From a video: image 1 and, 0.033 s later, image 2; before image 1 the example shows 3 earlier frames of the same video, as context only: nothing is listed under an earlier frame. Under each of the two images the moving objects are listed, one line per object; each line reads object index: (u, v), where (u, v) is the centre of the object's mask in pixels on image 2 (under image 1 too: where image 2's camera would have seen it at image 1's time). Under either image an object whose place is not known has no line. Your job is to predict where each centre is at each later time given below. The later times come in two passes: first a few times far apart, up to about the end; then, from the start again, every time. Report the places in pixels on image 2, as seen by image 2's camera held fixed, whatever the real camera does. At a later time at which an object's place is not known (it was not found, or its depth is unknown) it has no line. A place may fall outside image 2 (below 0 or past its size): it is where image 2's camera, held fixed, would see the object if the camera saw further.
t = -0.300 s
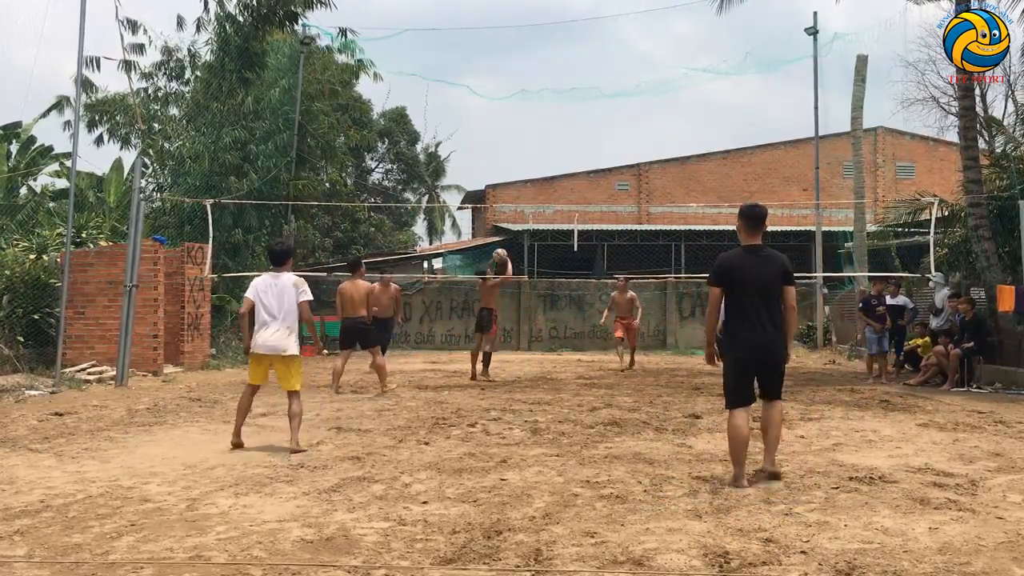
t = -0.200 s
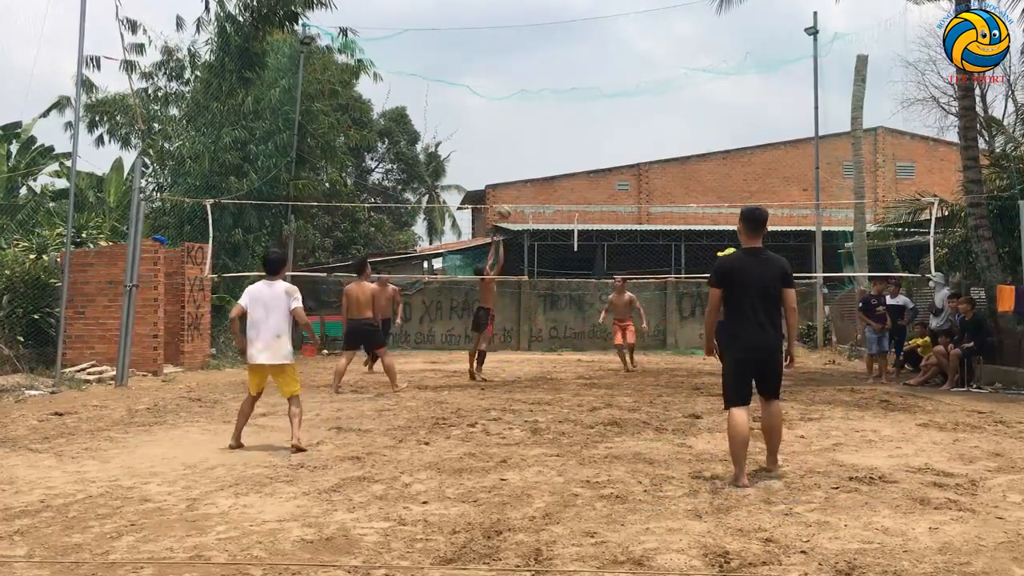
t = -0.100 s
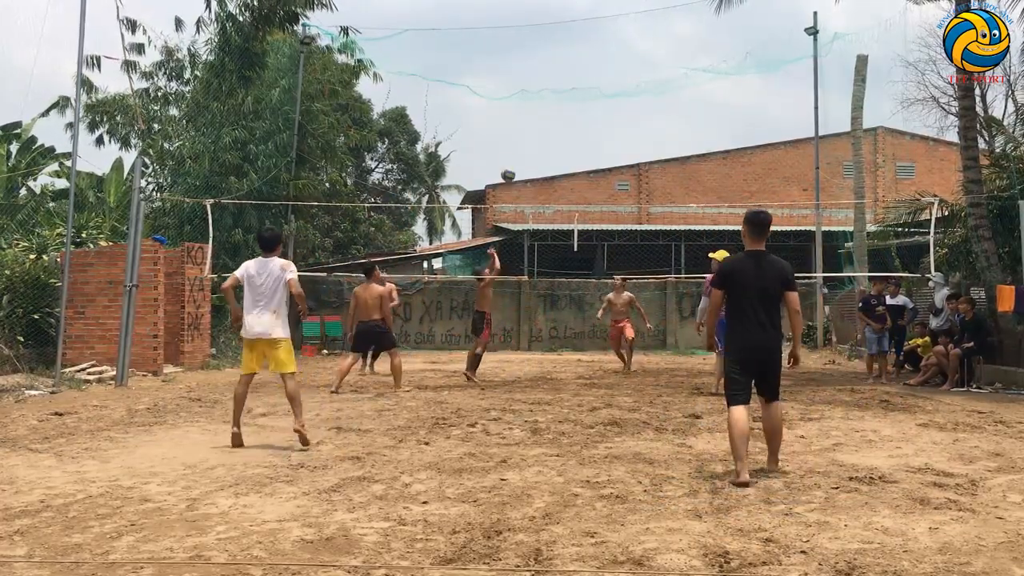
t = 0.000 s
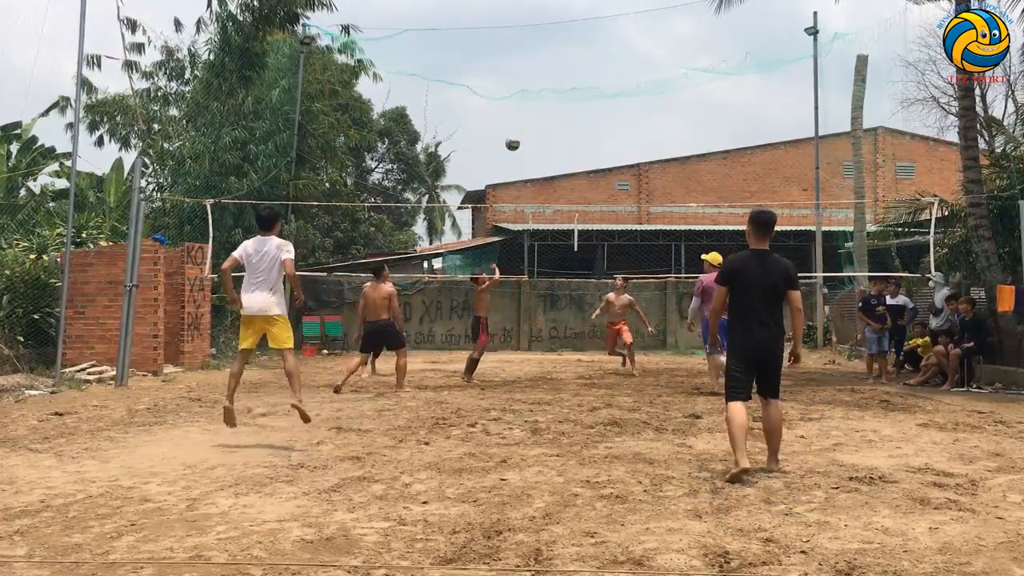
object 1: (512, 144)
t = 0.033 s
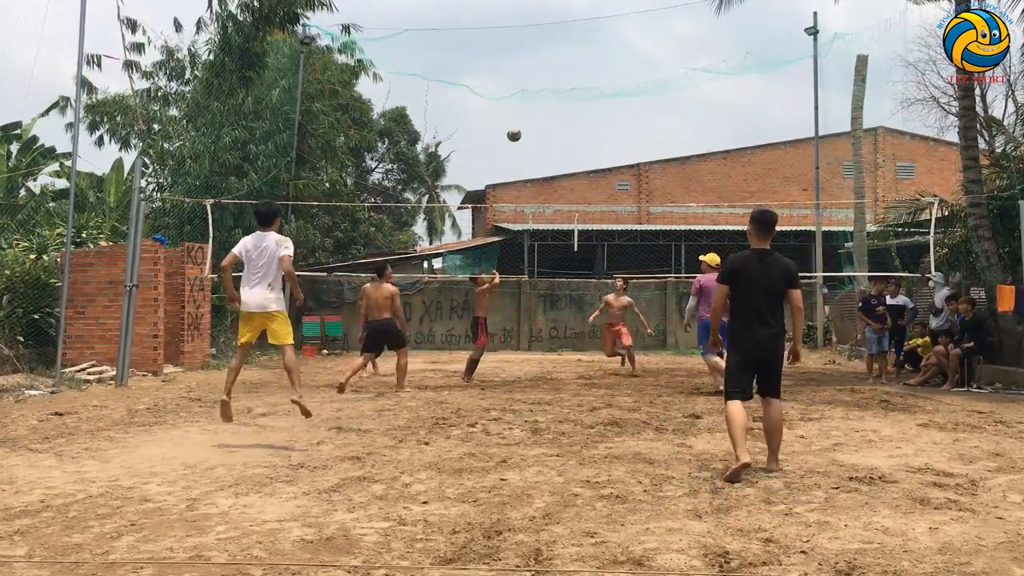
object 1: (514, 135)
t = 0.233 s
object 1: (522, 97)
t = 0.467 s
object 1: (533, 87)
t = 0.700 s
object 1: (543, 114)
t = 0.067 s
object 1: (515, 126)
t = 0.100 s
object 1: (517, 119)
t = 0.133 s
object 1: (518, 112)
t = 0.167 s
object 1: (520, 107)
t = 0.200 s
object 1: (521, 102)
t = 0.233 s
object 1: (522, 97)
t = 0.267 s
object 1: (524, 94)
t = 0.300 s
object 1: (525, 91)
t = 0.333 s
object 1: (527, 89)
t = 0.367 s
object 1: (528, 87)
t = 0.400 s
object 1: (530, 87)
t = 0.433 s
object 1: (531, 87)
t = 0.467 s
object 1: (533, 87)
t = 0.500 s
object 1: (534, 89)
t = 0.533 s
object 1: (536, 92)
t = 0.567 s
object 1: (537, 95)
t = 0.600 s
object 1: (538, 99)
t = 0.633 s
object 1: (540, 103)
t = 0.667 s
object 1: (542, 109)
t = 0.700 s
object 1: (543, 114)
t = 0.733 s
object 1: (544, 121)
